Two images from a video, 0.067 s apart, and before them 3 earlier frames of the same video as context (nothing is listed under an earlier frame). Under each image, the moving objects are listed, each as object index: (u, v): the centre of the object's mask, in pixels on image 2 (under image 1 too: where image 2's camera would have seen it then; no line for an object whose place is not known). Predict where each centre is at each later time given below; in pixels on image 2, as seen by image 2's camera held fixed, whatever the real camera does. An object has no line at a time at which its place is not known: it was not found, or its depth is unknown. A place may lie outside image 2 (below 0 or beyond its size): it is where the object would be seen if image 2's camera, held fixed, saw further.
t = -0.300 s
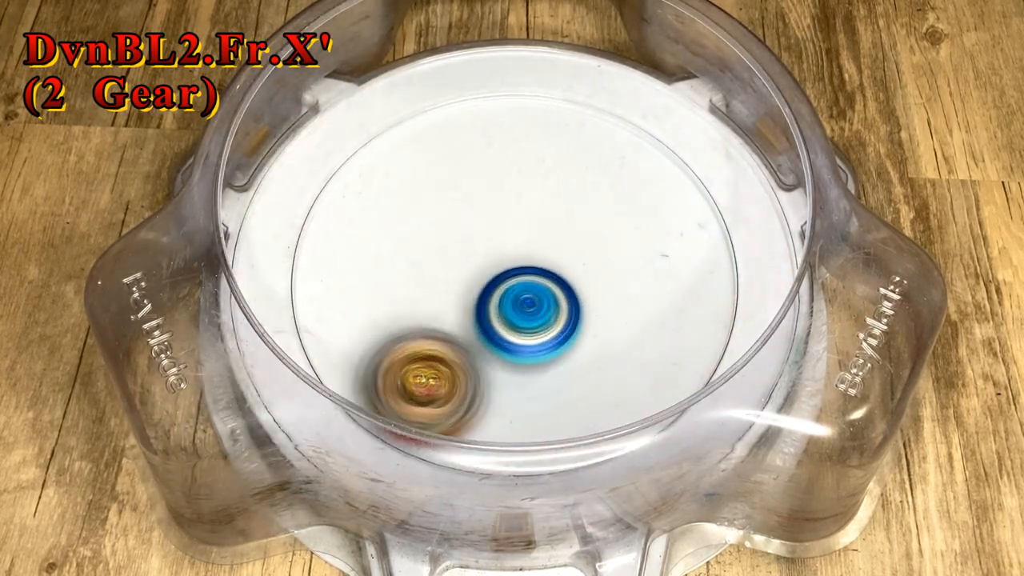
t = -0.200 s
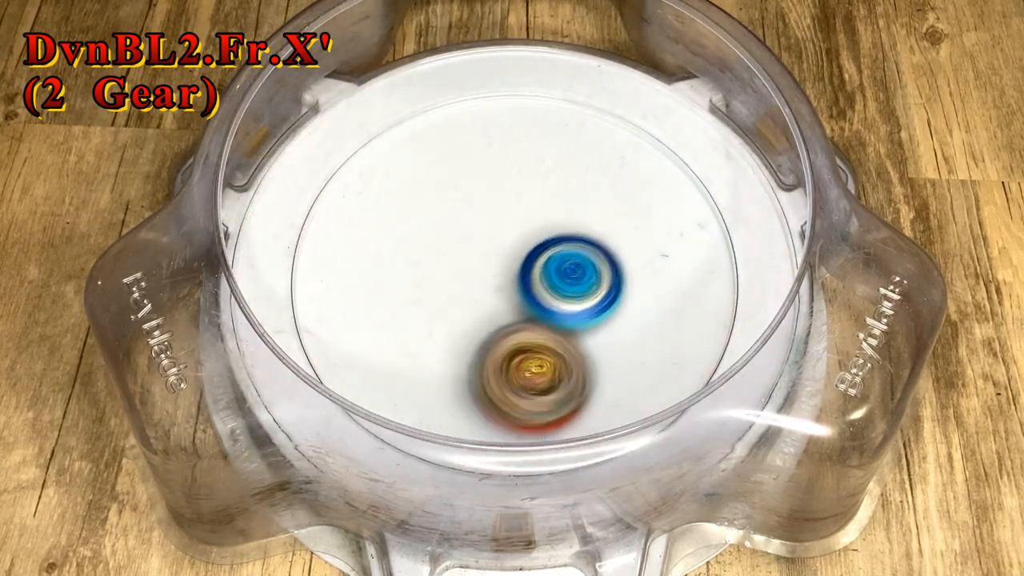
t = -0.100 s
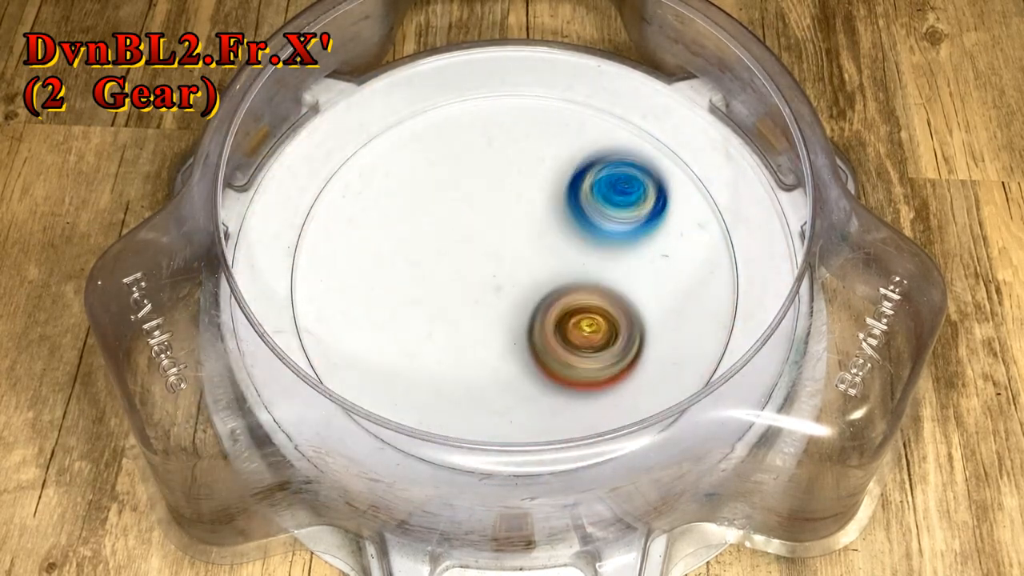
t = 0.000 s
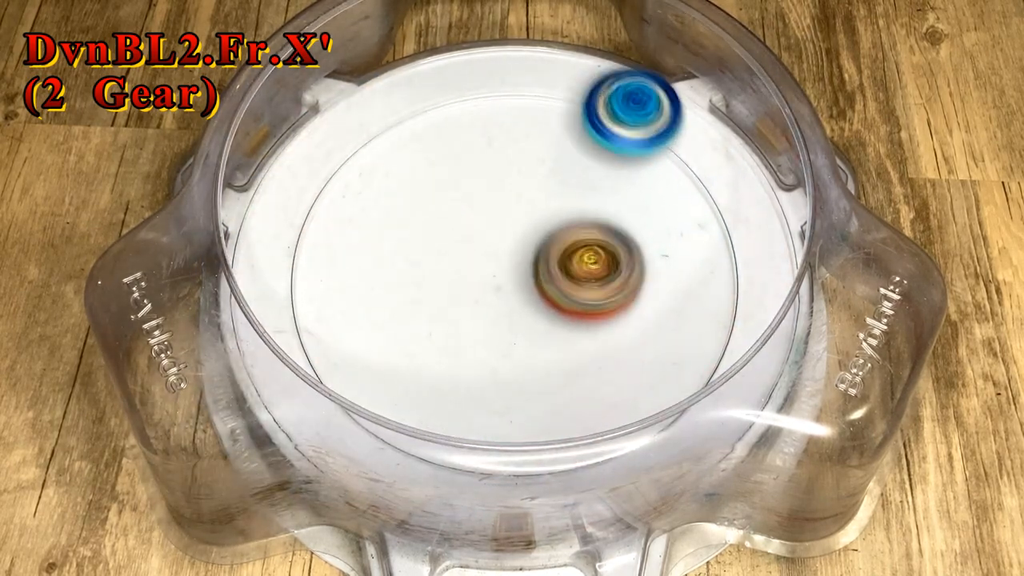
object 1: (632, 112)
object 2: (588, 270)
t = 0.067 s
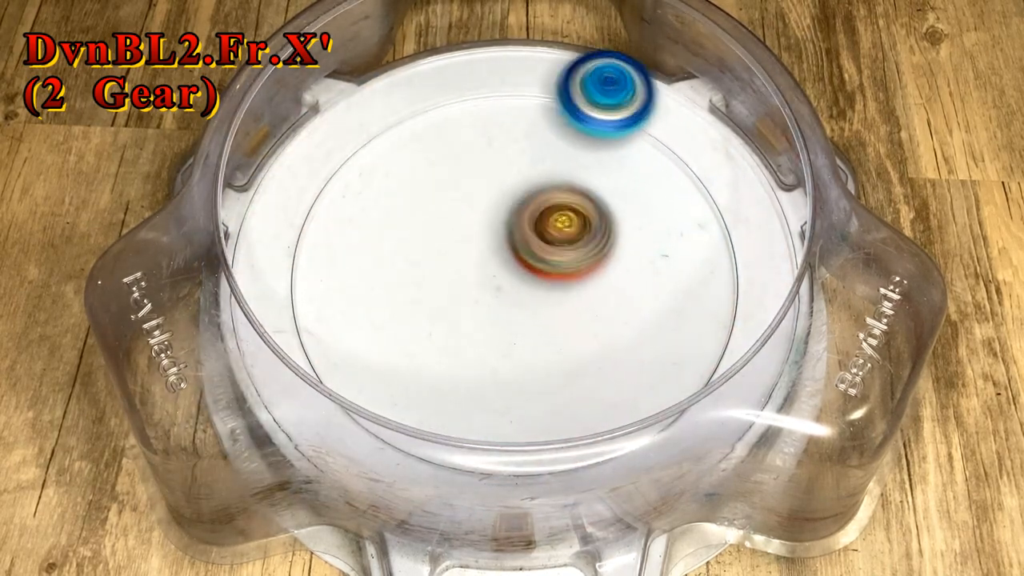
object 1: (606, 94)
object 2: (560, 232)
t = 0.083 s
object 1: (597, 94)
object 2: (551, 224)
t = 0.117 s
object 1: (575, 98)
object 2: (526, 212)
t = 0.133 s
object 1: (563, 102)
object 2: (513, 208)
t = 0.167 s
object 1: (541, 111)
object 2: (487, 202)
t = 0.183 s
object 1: (529, 117)
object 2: (473, 201)
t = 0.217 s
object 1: (511, 126)
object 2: (443, 208)
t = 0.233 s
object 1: (507, 127)
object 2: (426, 216)
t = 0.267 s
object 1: (501, 133)
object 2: (400, 234)
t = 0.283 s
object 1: (497, 136)
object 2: (389, 245)
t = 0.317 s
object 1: (491, 145)
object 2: (373, 268)
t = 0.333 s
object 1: (490, 150)
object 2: (367, 281)
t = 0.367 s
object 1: (486, 161)
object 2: (361, 310)
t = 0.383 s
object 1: (484, 168)
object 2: (361, 325)
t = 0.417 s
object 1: (482, 184)
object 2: (369, 352)
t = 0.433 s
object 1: (481, 191)
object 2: (376, 364)
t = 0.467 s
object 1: (480, 207)
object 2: (396, 390)
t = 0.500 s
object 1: (481, 223)
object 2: (421, 406)
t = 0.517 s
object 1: (482, 229)
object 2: (435, 412)
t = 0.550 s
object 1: (483, 244)
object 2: (465, 419)
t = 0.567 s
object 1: (485, 251)
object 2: (486, 408)
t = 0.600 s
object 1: (488, 262)
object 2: (518, 406)
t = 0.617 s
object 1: (489, 268)
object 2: (534, 404)
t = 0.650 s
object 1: (492, 277)
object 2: (564, 395)
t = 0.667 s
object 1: (495, 280)
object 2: (578, 387)
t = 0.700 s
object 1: (501, 288)
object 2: (599, 364)
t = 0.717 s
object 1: (505, 291)
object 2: (605, 350)
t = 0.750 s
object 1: (510, 293)
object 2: (618, 324)
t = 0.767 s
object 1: (508, 289)
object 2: (623, 312)
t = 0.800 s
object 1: (507, 284)
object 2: (626, 286)
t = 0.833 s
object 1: (507, 280)
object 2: (622, 258)
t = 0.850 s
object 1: (509, 277)
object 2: (617, 246)
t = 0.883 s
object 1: (508, 275)
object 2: (605, 221)
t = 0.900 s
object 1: (504, 274)
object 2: (599, 210)
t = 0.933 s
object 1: (500, 274)
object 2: (581, 190)
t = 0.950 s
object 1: (499, 274)
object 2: (570, 182)
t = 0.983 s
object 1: (497, 273)
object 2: (545, 168)
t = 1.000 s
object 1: (498, 273)
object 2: (531, 162)
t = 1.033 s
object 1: (500, 273)
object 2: (504, 155)
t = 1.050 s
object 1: (502, 274)
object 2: (489, 152)
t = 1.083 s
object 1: (508, 274)
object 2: (460, 153)
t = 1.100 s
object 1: (510, 274)
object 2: (446, 155)
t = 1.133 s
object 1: (517, 273)
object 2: (419, 164)
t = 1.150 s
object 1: (520, 272)
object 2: (408, 171)
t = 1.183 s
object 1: (524, 271)
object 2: (386, 187)
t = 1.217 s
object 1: (528, 269)
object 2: (371, 208)
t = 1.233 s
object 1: (530, 268)
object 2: (366, 219)
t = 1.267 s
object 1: (533, 267)
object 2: (359, 243)
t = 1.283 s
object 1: (534, 266)
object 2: (360, 258)
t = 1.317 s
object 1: (535, 265)
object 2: (365, 281)
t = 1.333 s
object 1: (535, 264)
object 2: (371, 295)
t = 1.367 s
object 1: (535, 264)
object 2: (387, 317)
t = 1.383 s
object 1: (535, 263)
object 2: (398, 327)
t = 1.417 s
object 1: (535, 263)
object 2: (423, 343)
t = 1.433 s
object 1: (534, 263)
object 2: (437, 349)
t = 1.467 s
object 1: (533, 262)
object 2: (468, 357)
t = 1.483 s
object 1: (532, 262)
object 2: (483, 358)
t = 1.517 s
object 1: (531, 261)
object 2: (515, 356)
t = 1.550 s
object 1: (530, 255)
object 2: (542, 355)
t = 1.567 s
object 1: (533, 249)
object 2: (554, 355)
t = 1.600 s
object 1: (537, 236)
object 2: (579, 348)
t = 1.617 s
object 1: (537, 233)
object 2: (590, 342)
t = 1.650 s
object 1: (539, 225)
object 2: (610, 327)
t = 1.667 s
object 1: (539, 222)
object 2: (618, 318)
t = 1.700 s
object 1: (541, 218)
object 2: (630, 299)
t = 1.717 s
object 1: (540, 218)
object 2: (634, 288)
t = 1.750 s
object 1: (540, 218)
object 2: (638, 267)
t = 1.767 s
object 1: (540, 218)
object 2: (638, 257)
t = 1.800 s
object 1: (527, 214)
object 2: (643, 240)
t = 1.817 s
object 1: (520, 212)
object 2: (643, 233)
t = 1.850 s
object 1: (507, 209)
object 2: (639, 217)
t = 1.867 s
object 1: (502, 209)
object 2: (634, 209)
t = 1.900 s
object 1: (491, 209)
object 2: (622, 195)
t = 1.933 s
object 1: (483, 211)
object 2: (606, 185)
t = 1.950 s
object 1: (479, 213)
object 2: (596, 181)
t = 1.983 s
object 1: (473, 217)
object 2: (577, 177)
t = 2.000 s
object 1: (470, 219)
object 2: (566, 177)
